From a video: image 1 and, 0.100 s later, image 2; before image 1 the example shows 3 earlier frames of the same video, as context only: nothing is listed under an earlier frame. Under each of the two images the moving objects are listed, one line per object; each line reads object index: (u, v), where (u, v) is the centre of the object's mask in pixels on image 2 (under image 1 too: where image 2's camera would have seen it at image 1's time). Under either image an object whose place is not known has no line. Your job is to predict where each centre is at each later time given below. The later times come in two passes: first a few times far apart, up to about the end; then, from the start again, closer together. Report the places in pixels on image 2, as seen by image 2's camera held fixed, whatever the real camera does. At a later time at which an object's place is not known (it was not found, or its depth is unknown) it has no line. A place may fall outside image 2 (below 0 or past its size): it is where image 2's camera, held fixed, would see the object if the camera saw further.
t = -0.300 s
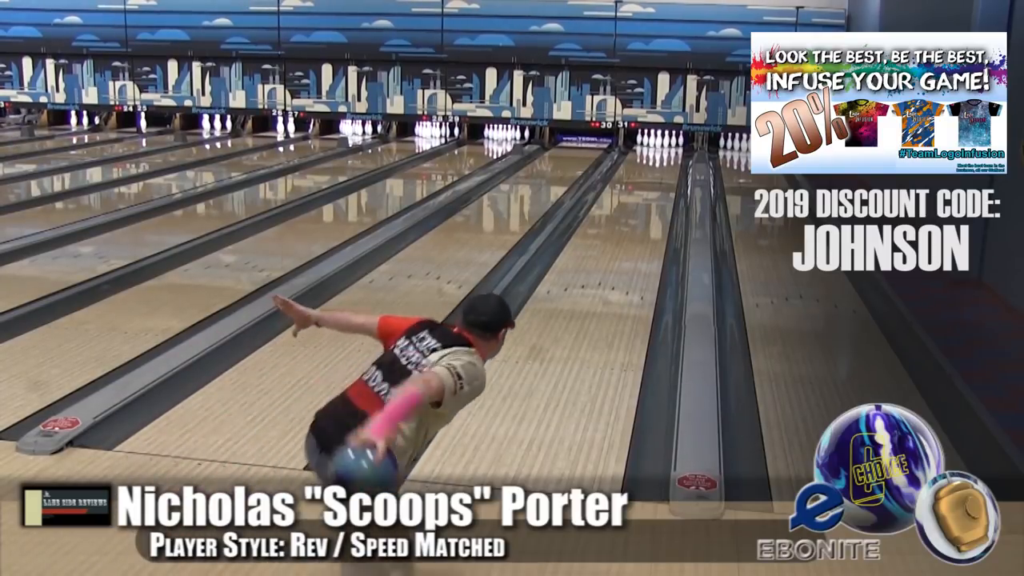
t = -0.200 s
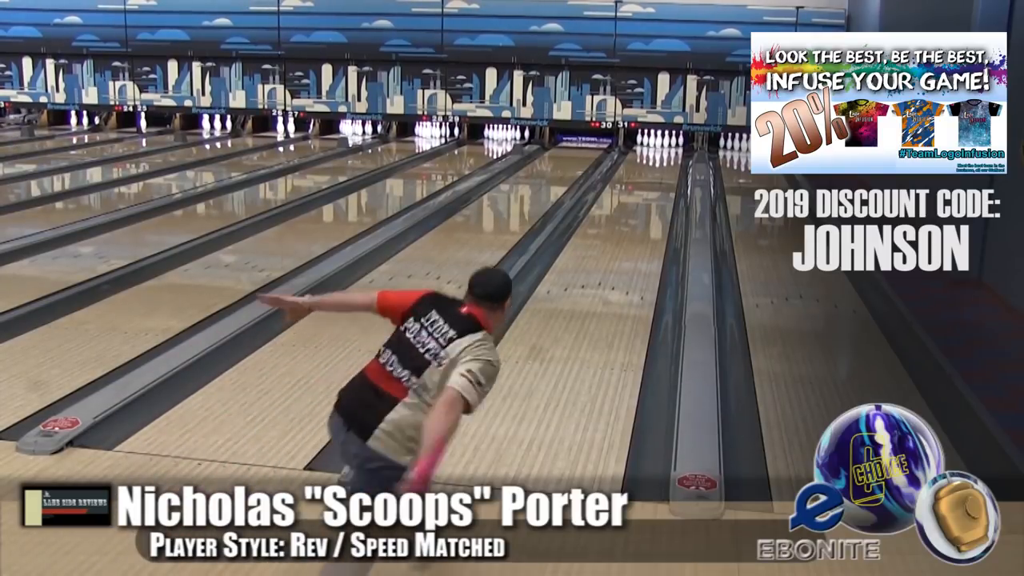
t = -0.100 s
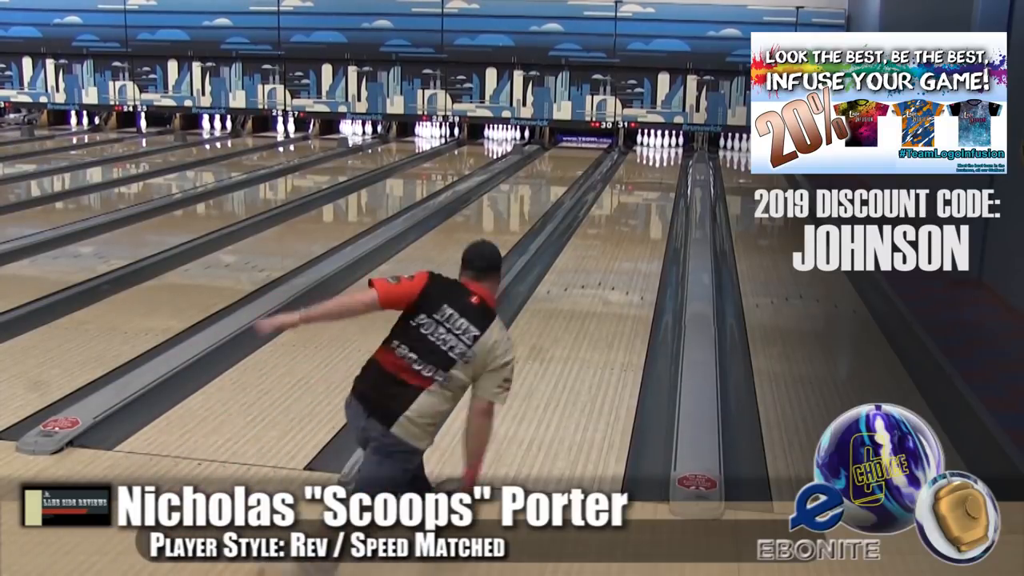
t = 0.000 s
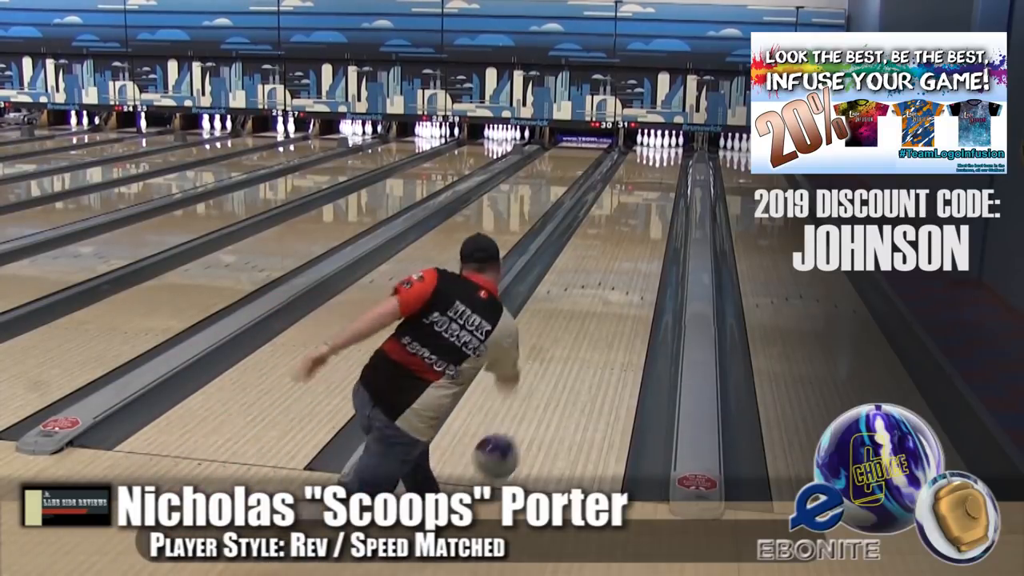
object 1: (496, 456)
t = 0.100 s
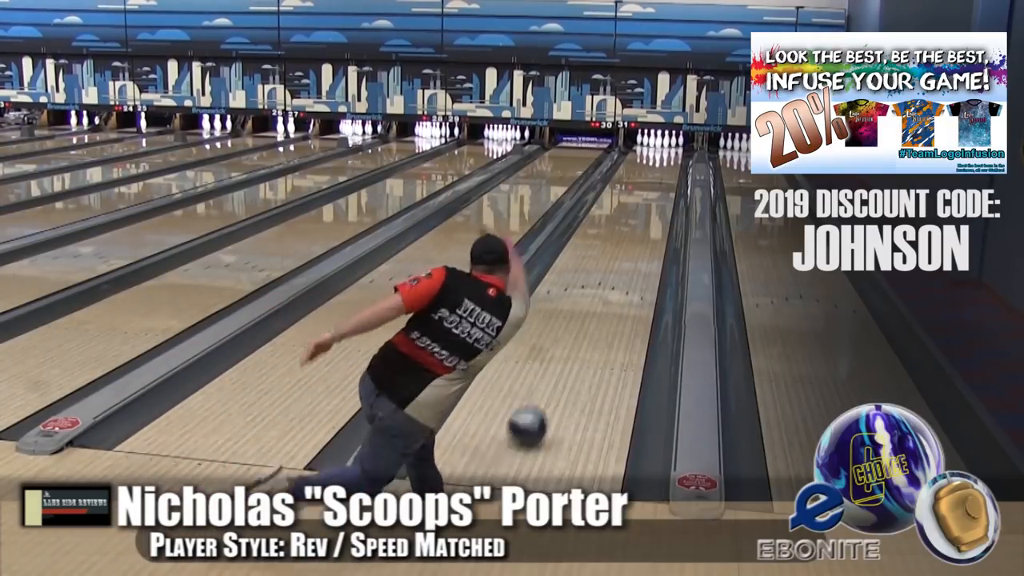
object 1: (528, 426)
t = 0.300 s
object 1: (572, 353)
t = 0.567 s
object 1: (609, 291)
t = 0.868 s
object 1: (636, 247)
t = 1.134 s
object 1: (653, 218)
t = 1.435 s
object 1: (664, 195)
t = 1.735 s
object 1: (670, 178)
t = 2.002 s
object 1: (672, 167)
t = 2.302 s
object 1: (670, 157)
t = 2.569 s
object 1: (664, 150)
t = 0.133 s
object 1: (536, 411)
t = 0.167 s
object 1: (544, 398)
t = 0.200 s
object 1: (552, 387)
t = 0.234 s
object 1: (559, 375)
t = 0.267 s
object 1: (566, 364)
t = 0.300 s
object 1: (572, 353)
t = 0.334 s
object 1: (578, 345)
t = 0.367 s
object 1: (583, 336)
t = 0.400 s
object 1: (588, 327)
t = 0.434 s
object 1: (593, 319)
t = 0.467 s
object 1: (597, 312)
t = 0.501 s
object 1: (602, 305)
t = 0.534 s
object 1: (606, 298)
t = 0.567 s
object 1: (609, 291)
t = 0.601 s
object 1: (613, 285)
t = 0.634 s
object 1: (616, 280)
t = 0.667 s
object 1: (620, 274)
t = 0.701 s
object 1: (623, 270)
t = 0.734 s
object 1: (627, 264)
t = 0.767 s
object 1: (628, 259)
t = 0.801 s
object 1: (631, 255)
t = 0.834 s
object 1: (634, 250)
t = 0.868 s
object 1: (636, 247)
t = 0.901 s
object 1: (639, 242)
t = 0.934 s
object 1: (642, 238)
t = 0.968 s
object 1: (643, 234)
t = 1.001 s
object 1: (645, 232)
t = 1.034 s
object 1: (647, 227)
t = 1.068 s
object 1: (649, 225)
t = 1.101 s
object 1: (651, 222)
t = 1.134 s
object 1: (653, 218)
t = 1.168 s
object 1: (654, 215)
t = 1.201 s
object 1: (655, 212)
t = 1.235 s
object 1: (657, 210)
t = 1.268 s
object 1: (659, 207)
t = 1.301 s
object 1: (660, 205)
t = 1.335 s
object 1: (661, 202)
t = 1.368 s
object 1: (662, 199)
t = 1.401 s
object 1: (663, 197)
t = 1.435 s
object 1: (664, 195)
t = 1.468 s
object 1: (665, 193)
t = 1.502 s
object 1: (666, 191)
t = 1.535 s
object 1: (666, 189)
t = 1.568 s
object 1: (667, 186)
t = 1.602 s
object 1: (668, 185)
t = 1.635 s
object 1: (669, 183)
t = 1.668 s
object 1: (669, 182)
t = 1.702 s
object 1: (669, 180)
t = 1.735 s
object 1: (670, 178)
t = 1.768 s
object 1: (670, 177)
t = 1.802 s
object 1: (671, 175)
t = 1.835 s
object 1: (671, 174)
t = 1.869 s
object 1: (671, 172)
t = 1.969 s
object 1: (672, 168)
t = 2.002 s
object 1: (672, 167)
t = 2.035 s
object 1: (672, 166)
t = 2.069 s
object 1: (672, 165)
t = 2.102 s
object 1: (672, 164)
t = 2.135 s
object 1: (672, 163)
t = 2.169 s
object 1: (671, 161)
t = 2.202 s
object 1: (671, 161)
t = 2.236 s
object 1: (670, 159)
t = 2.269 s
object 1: (670, 158)
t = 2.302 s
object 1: (670, 157)
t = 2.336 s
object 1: (669, 156)
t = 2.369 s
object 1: (668, 155)
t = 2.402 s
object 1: (667, 154)
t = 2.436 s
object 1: (666, 153)
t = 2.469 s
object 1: (666, 153)
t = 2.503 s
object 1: (666, 151)
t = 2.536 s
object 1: (665, 151)
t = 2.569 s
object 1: (664, 150)
